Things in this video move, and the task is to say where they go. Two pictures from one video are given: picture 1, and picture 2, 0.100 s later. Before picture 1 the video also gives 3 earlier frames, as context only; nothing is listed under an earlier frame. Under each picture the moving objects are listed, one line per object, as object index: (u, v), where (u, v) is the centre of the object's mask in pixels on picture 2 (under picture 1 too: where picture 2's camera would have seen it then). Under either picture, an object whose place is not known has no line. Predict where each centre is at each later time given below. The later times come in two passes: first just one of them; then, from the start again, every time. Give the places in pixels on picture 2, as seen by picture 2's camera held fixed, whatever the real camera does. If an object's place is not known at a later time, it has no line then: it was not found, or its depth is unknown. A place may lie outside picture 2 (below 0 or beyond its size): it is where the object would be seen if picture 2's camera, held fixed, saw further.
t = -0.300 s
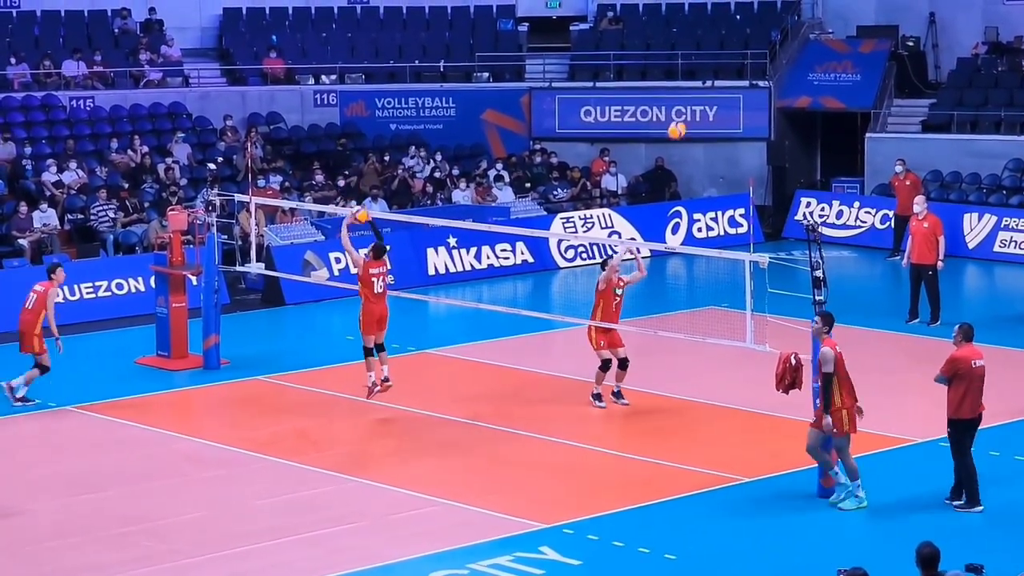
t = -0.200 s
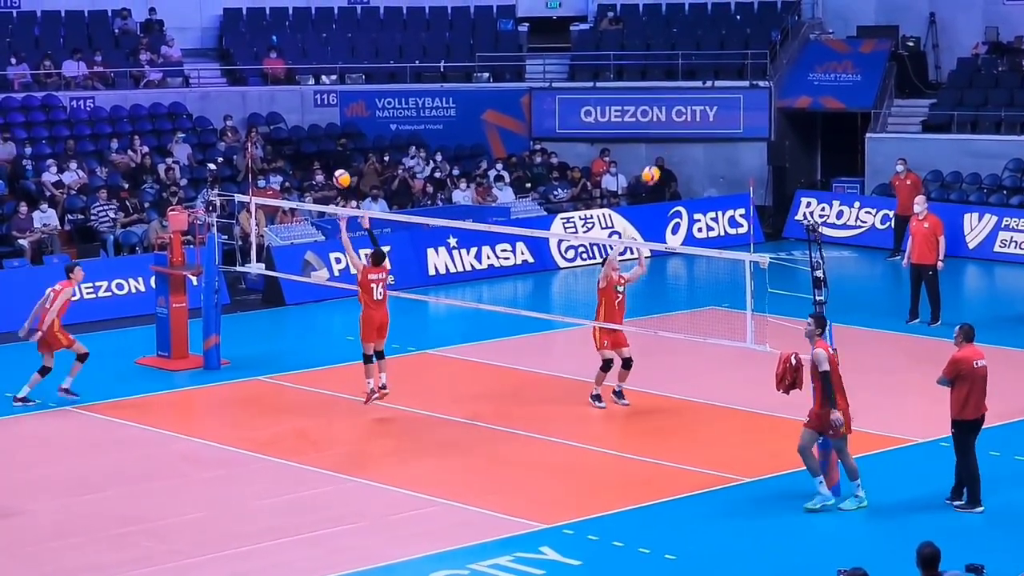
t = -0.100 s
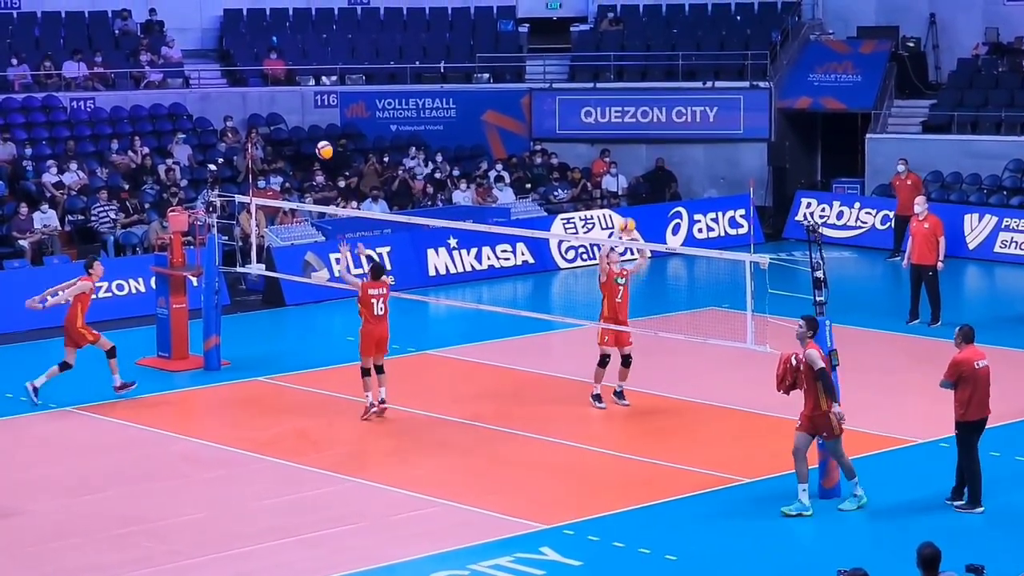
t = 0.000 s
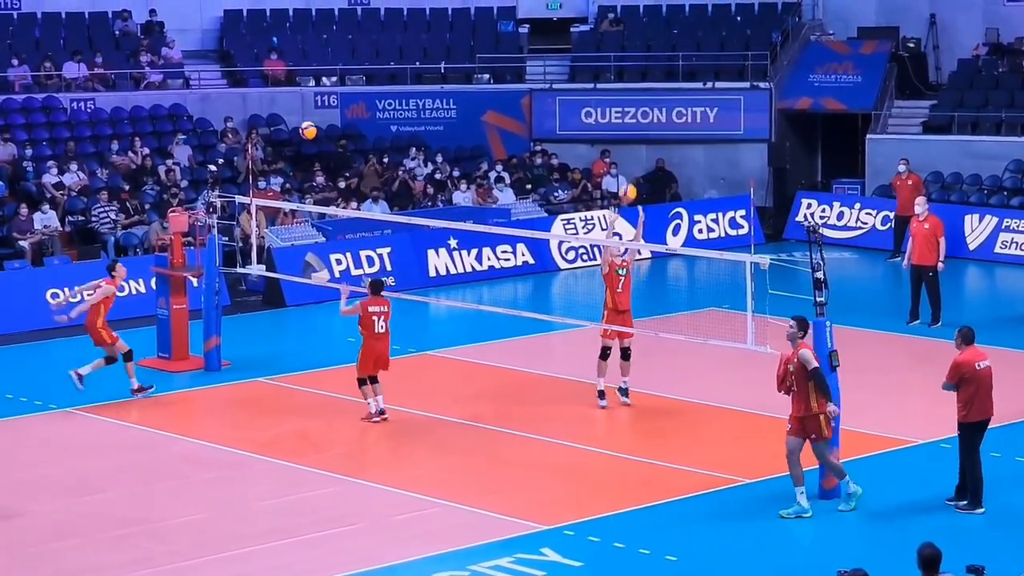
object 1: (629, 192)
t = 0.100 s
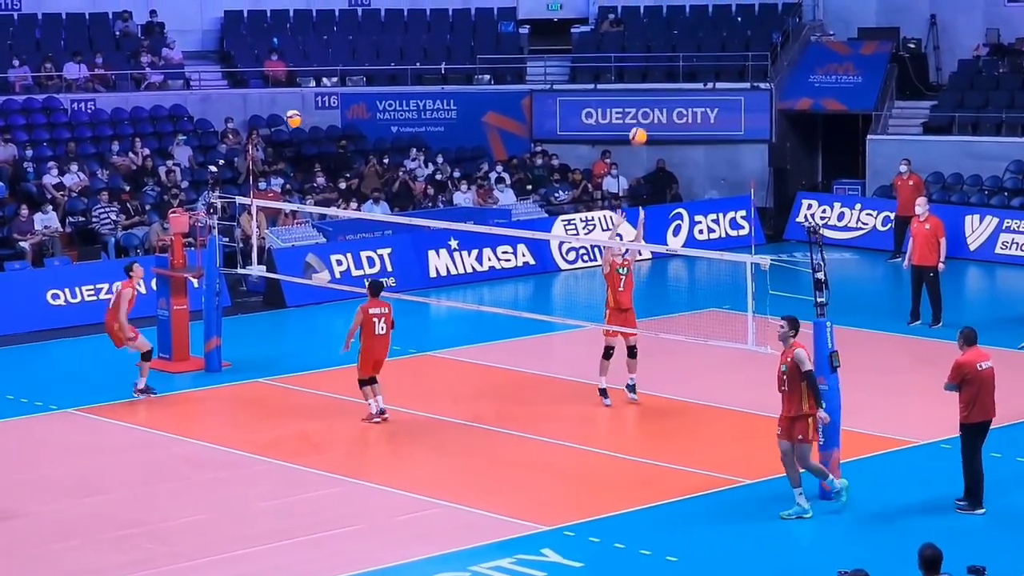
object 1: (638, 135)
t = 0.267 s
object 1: (655, 57)
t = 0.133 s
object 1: (642, 118)
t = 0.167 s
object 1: (644, 101)
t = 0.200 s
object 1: (648, 85)
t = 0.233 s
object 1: (651, 70)
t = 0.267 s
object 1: (655, 57)
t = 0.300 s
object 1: (658, 43)
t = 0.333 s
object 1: (662, 31)
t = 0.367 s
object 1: (665, 19)
